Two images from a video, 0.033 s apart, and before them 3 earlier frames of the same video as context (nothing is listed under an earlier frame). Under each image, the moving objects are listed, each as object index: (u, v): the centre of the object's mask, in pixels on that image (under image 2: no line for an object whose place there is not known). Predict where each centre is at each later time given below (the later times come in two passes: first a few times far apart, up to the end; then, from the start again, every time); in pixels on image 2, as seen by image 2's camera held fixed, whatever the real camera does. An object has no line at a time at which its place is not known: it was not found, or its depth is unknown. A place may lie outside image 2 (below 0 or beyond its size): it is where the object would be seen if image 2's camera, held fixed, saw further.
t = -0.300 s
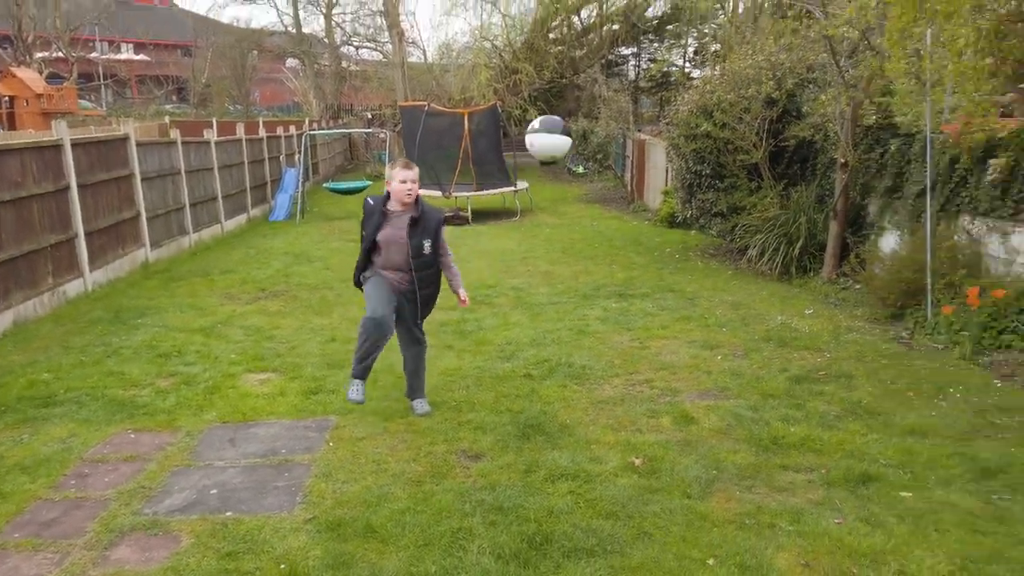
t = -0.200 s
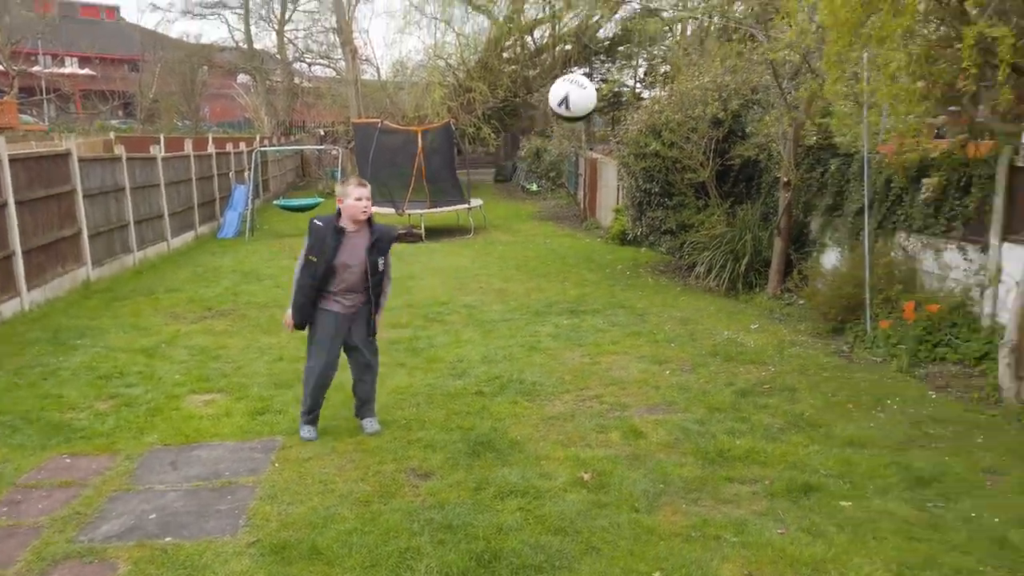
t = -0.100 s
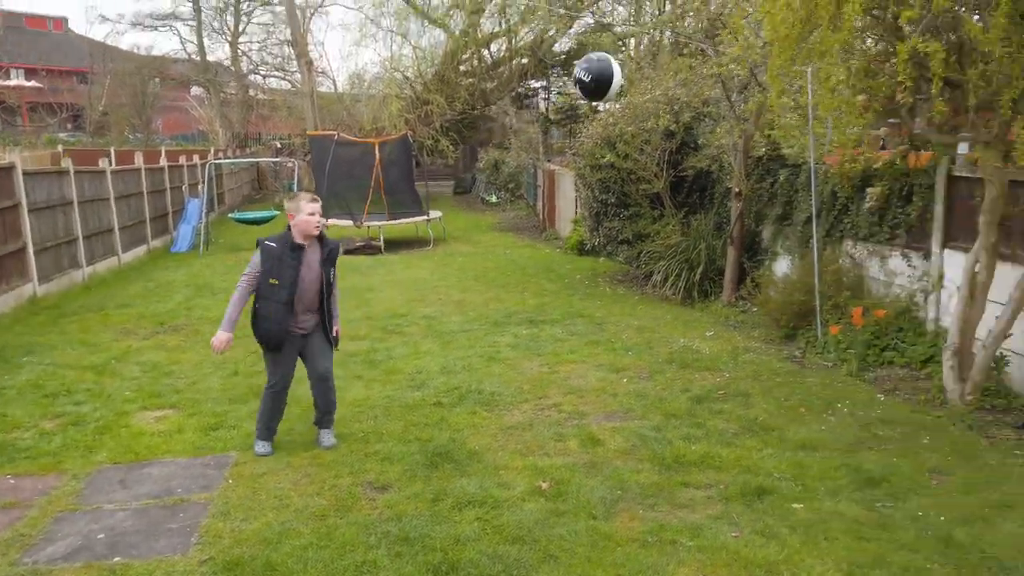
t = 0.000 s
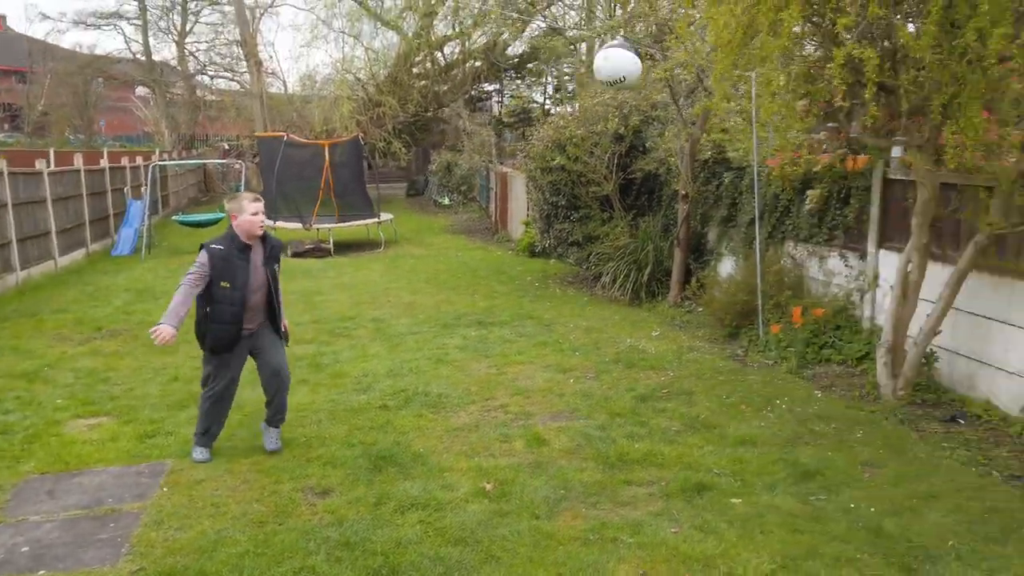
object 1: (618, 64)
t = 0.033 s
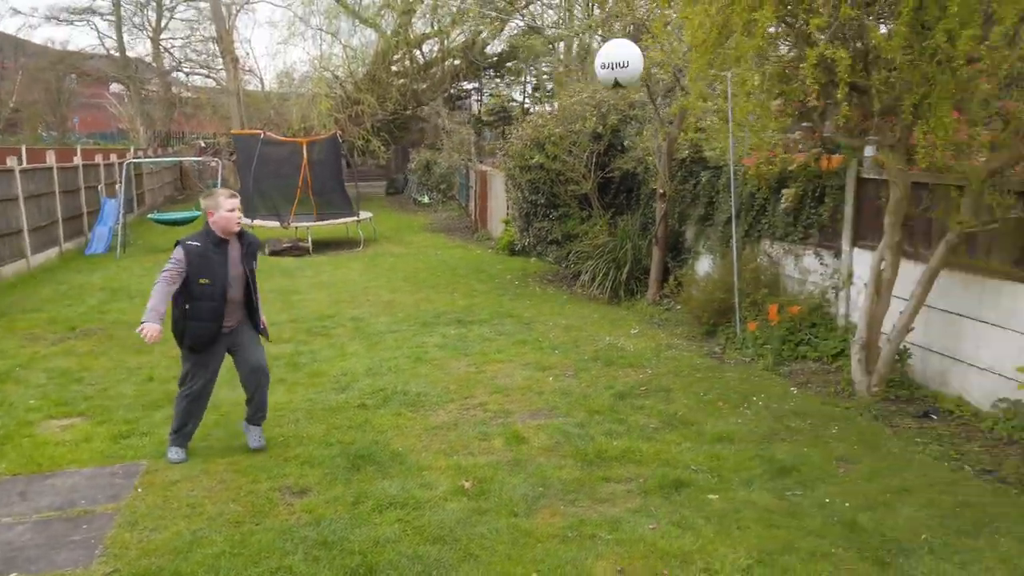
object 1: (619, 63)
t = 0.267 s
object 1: (783, 139)
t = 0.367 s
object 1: (854, 204)
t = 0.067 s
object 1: (642, 66)
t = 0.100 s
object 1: (665, 73)
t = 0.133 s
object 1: (690, 82)
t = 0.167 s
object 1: (714, 95)
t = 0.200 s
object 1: (737, 107)
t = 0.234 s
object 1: (760, 123)
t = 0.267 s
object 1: (783, 139)
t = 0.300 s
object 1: (807, 159)
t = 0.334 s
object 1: (831, 180)
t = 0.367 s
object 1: (854, 204)
